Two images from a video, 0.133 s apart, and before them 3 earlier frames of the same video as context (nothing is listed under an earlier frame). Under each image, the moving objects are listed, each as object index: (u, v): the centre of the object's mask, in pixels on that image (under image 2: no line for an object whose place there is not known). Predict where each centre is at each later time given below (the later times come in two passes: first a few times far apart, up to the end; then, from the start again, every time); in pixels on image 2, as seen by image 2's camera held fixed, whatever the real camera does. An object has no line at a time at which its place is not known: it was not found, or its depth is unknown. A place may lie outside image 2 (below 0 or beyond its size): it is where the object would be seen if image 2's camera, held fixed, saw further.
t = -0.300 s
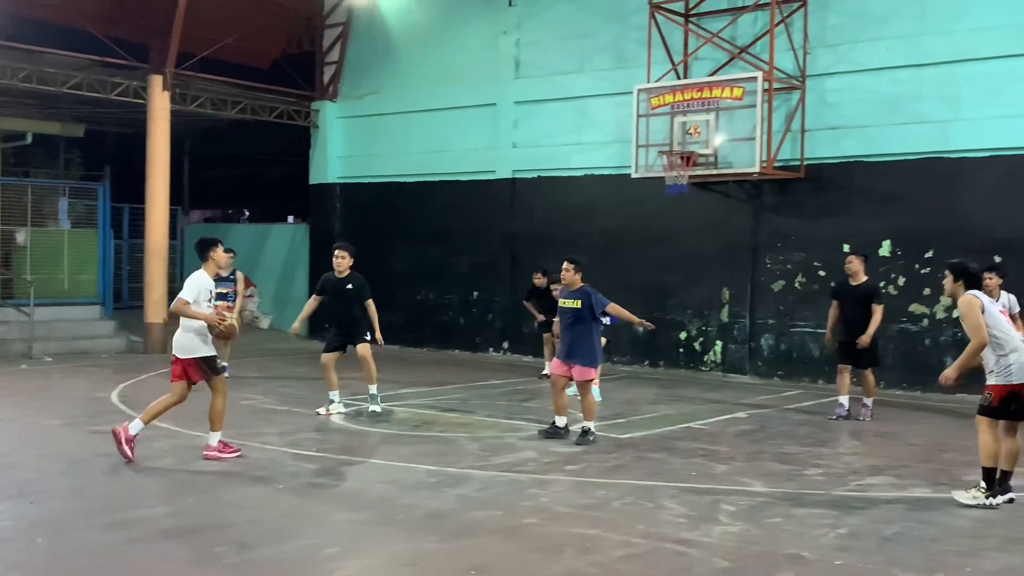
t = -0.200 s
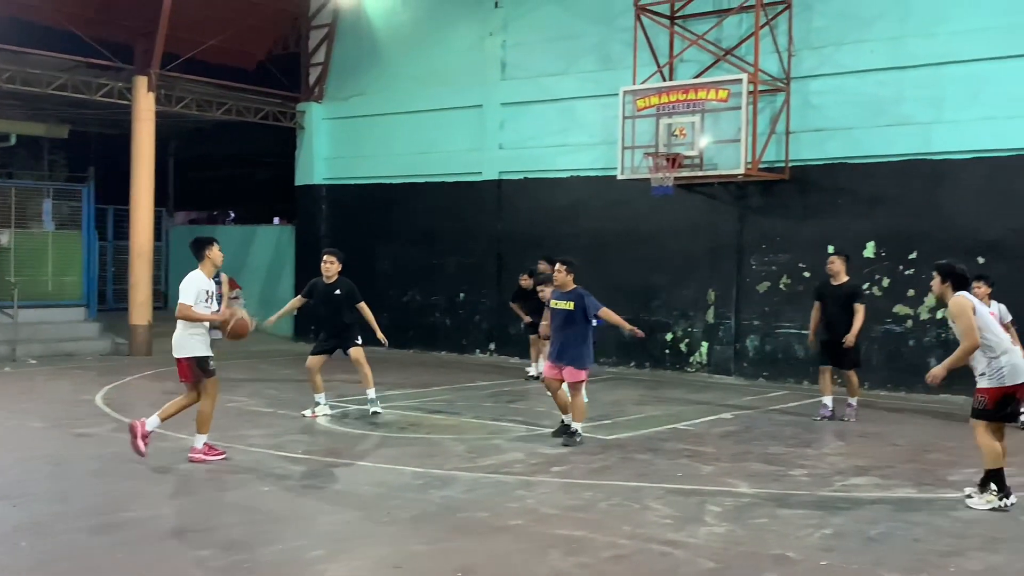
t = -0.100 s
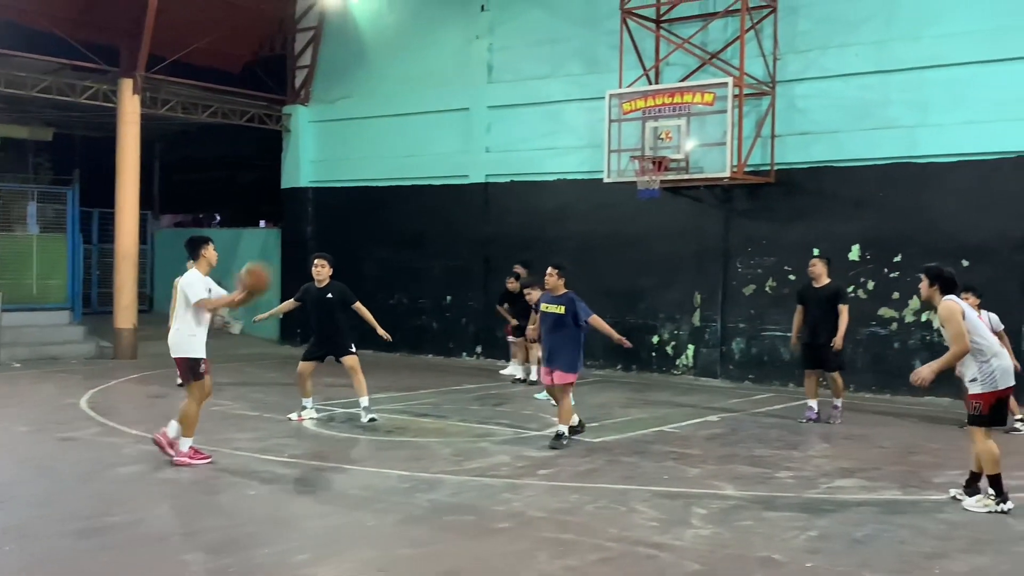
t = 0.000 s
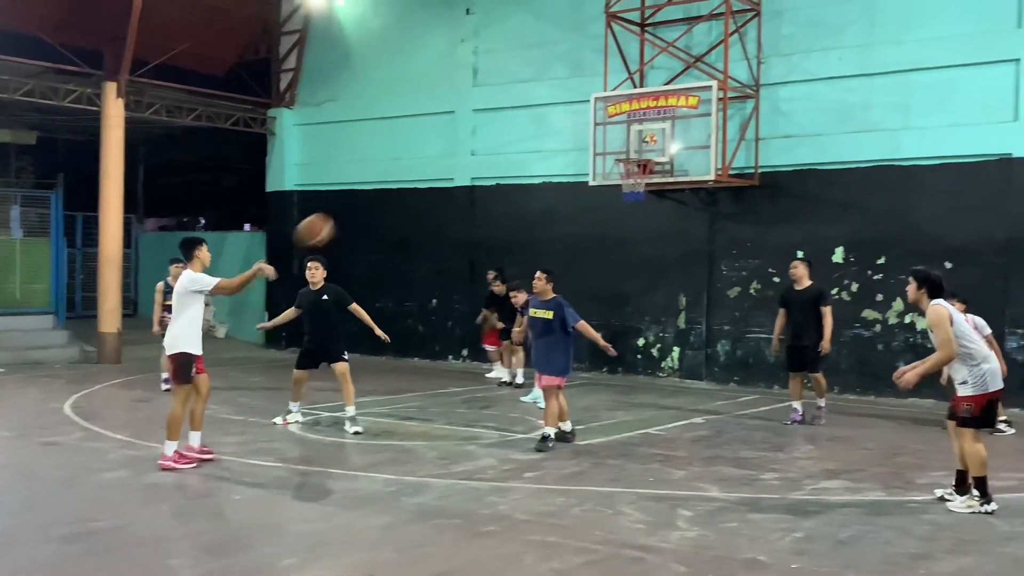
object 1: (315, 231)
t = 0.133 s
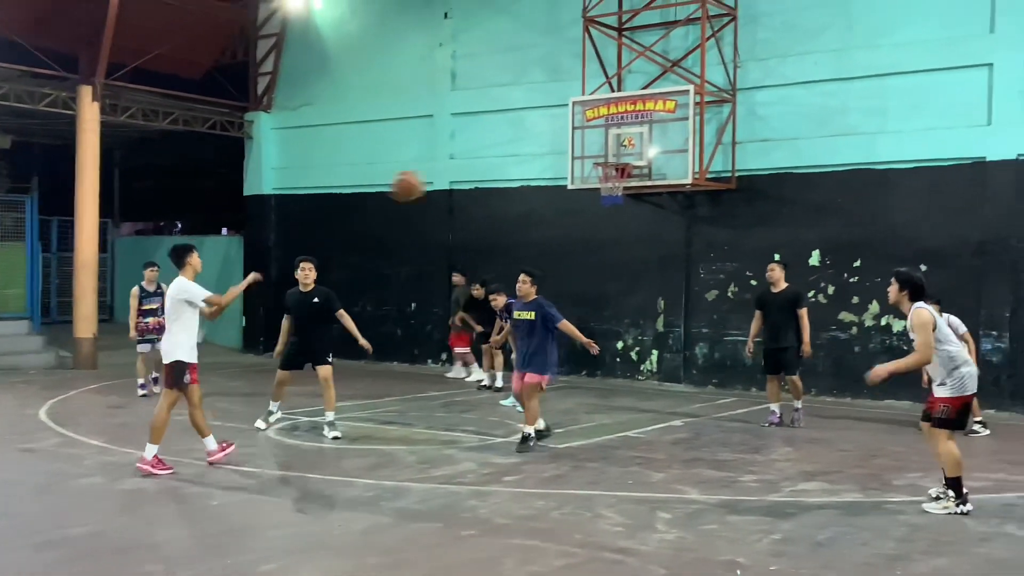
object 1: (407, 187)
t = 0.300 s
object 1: (550, 156)
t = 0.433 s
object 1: (664, 157)
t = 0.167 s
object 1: (436, 177)
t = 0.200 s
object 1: (465, 170)
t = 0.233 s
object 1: (493, 164)
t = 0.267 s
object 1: (521, 159)
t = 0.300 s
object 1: (550, 156)
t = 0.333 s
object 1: (579, 154)
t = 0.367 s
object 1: (607, 154)
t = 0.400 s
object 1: (636, 153)
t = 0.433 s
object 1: (664, 157)
